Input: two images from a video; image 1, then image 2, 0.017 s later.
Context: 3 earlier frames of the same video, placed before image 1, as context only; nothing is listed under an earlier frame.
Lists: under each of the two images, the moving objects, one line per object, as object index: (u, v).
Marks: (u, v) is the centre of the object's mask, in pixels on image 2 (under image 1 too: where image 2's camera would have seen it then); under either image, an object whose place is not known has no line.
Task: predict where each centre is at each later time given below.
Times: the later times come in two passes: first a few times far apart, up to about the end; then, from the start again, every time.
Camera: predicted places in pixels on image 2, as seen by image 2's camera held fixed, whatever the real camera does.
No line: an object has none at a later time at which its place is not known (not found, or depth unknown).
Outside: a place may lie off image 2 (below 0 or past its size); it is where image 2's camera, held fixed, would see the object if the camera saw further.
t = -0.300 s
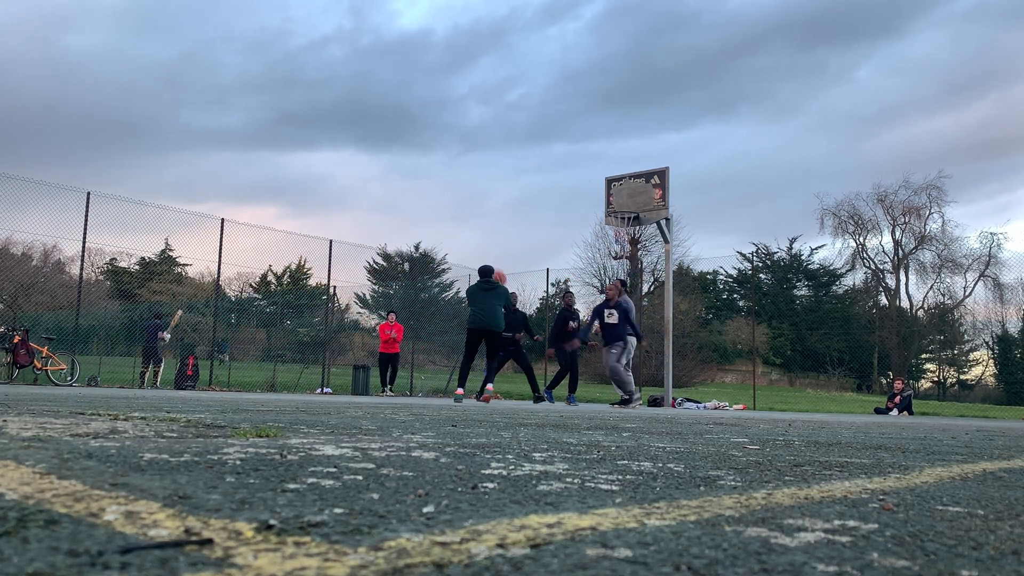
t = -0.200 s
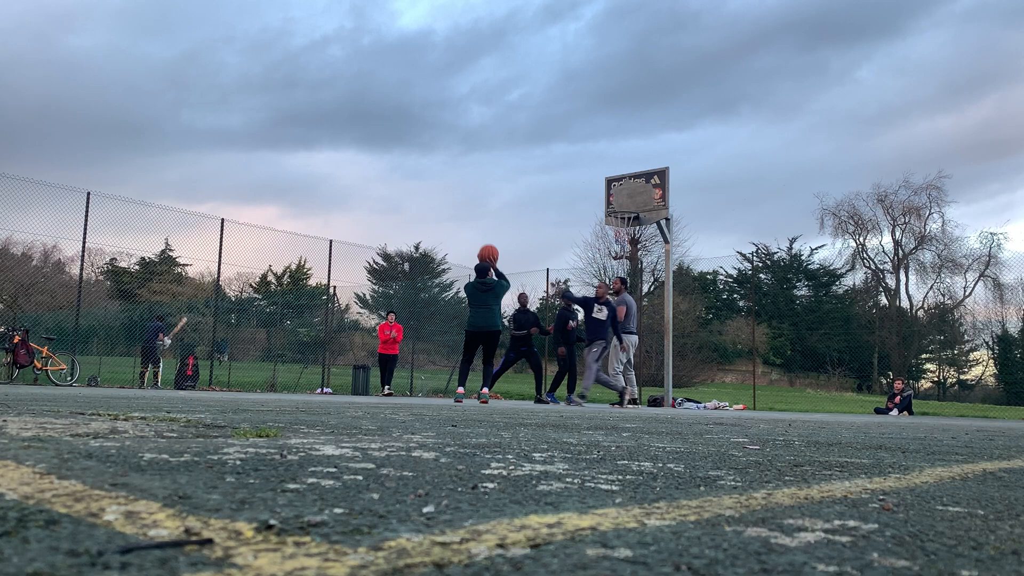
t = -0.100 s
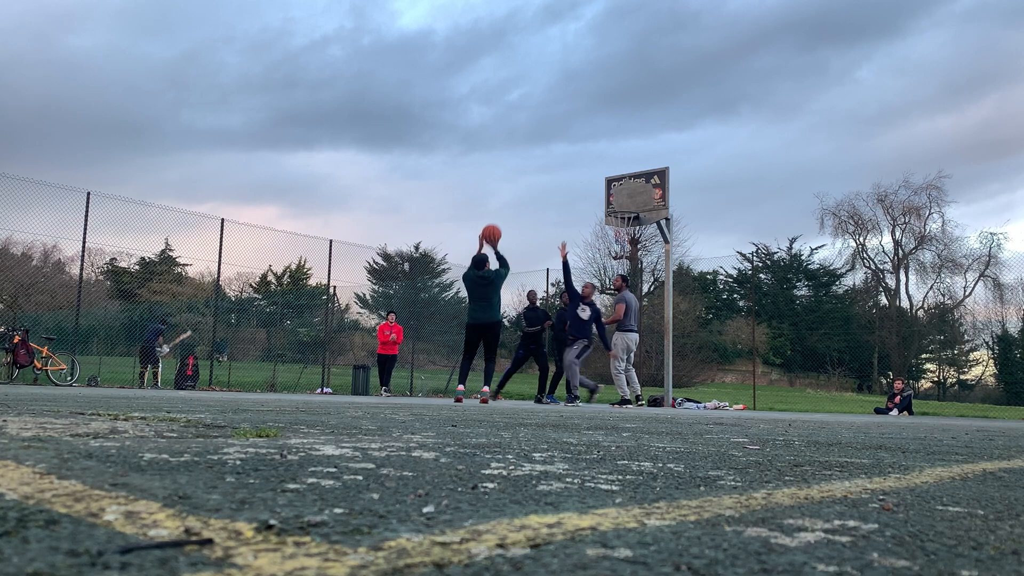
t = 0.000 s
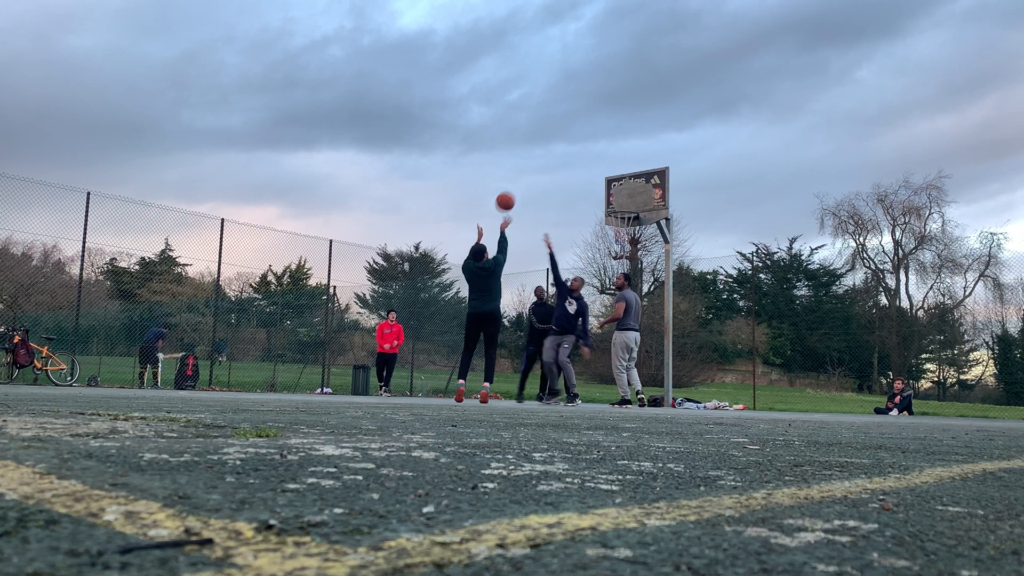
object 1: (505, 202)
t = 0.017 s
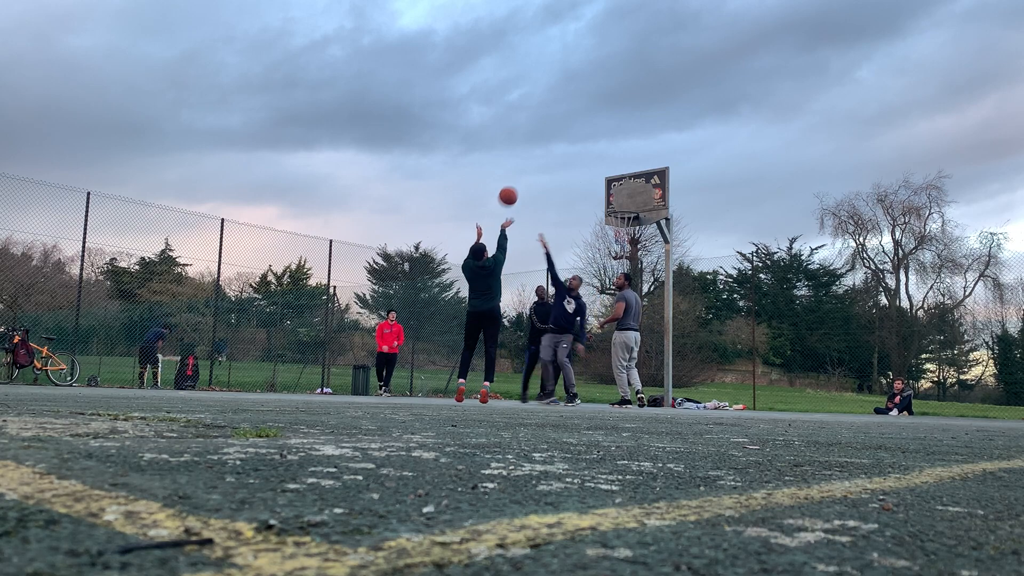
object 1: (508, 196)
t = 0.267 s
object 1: (547, 148)
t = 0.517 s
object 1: (580, 146)
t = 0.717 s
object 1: (603, 172)
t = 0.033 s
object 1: (511, 191)
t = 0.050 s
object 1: (514, 187)
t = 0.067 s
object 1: (516, 182)
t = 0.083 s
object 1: (519, 178)
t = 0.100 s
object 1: (522, 174)
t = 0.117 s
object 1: (525, 170)
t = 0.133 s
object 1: (527, 167)
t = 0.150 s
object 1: (530, 164)
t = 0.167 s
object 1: (532, 161)
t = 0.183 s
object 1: (535, 158)
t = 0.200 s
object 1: (538, 156)
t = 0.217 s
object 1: (540, 153)
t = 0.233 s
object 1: (542, 151)
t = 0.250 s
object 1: (545, 150)
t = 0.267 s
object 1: (547, 148)
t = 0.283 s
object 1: (550, 146)
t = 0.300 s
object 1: (552, 145)
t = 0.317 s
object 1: (554, 144)
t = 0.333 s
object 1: (557, 143)
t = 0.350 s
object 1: (559, 143)
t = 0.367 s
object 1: (561, 142)
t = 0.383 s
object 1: (563, 142)
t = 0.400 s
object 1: (566, 142)
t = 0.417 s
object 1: (568, 142)
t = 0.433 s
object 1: (570, 142)
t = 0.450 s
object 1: (572, 143)
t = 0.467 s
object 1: (574, 143)
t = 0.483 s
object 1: (576, 144)
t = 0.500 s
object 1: (578, 145)
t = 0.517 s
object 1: (580, 146)
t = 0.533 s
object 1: (582, 148)
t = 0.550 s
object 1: (584, 149)
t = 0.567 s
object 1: (586, 151)
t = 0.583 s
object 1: (588, 153)
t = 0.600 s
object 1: (590, 154)
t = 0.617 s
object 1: (592, 157)
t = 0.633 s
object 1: (593, 159)
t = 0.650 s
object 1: (595, 161)
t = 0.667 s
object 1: (597, 164)
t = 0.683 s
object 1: (599, 166)
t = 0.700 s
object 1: (601, 169)
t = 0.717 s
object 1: (603, 172)
